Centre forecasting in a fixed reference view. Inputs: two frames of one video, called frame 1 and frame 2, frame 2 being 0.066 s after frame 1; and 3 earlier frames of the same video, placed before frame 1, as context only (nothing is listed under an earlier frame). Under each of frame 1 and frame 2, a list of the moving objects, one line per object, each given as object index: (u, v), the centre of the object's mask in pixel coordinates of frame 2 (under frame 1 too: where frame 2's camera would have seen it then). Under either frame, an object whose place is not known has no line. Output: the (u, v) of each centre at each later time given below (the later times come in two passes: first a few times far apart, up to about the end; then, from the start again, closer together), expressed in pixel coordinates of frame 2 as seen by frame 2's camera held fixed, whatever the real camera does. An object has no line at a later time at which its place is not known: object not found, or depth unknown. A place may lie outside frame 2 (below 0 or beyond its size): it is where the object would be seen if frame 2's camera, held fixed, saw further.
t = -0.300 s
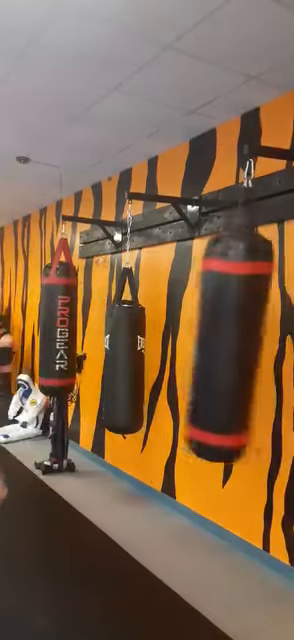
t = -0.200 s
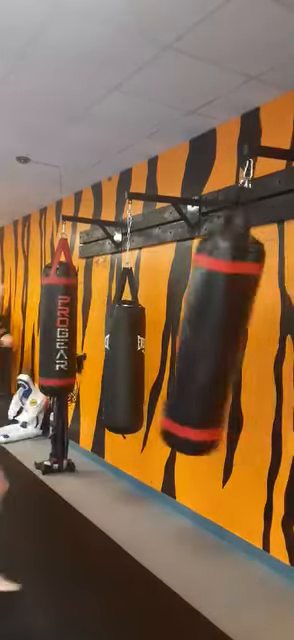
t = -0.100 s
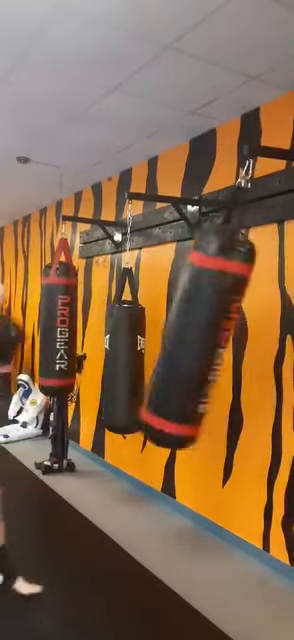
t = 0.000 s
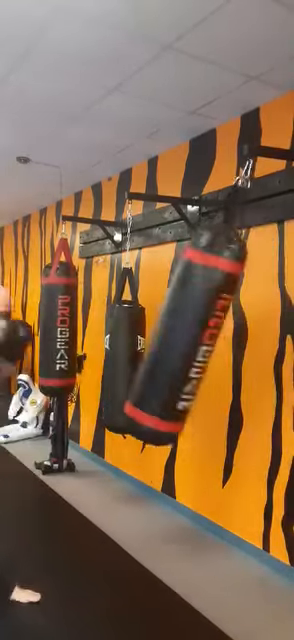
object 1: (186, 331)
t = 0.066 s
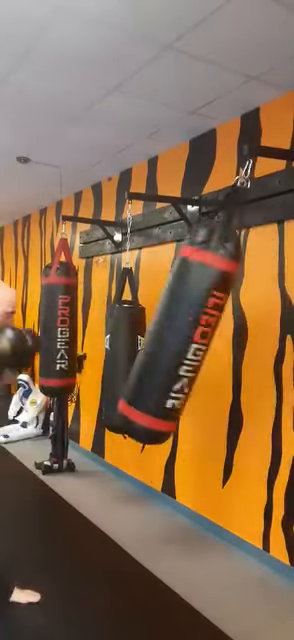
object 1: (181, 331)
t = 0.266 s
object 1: (180, 328)
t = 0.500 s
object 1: (201, 335)
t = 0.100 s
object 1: (180, 330)
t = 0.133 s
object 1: (179, 328)
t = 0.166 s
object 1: (179, 328)
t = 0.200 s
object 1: (179, 328)
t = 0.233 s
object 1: (180, 328)
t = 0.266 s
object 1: (180, 328)
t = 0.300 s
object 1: (182, 328)
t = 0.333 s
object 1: (185, 327)
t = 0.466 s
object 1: (198, 332)
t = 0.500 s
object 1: (201, 335)
